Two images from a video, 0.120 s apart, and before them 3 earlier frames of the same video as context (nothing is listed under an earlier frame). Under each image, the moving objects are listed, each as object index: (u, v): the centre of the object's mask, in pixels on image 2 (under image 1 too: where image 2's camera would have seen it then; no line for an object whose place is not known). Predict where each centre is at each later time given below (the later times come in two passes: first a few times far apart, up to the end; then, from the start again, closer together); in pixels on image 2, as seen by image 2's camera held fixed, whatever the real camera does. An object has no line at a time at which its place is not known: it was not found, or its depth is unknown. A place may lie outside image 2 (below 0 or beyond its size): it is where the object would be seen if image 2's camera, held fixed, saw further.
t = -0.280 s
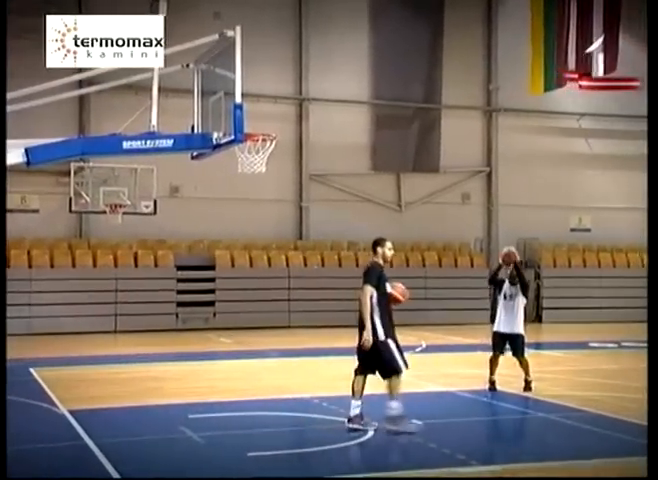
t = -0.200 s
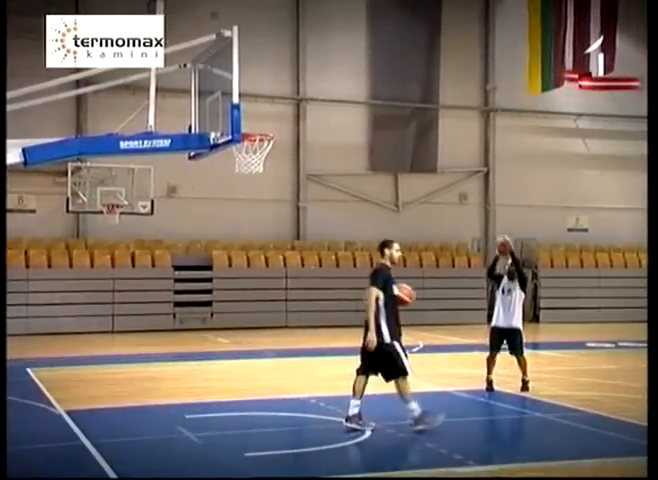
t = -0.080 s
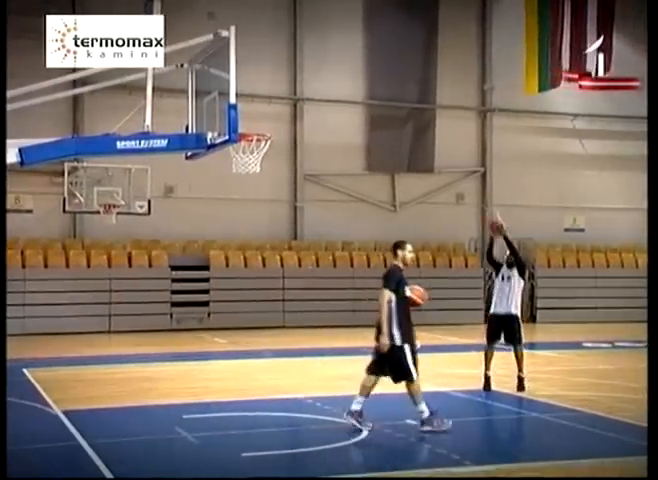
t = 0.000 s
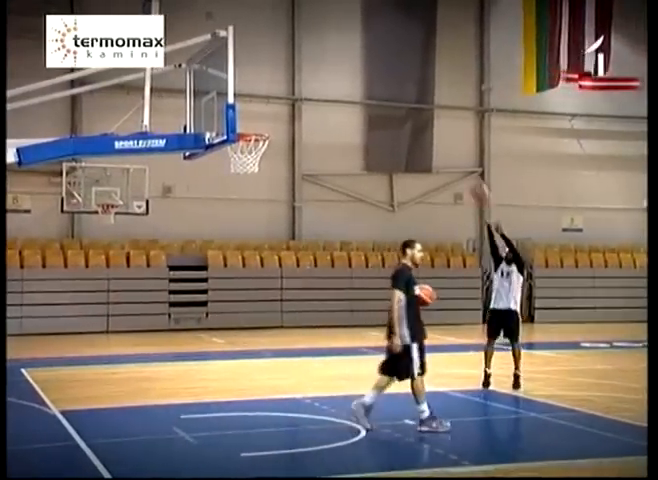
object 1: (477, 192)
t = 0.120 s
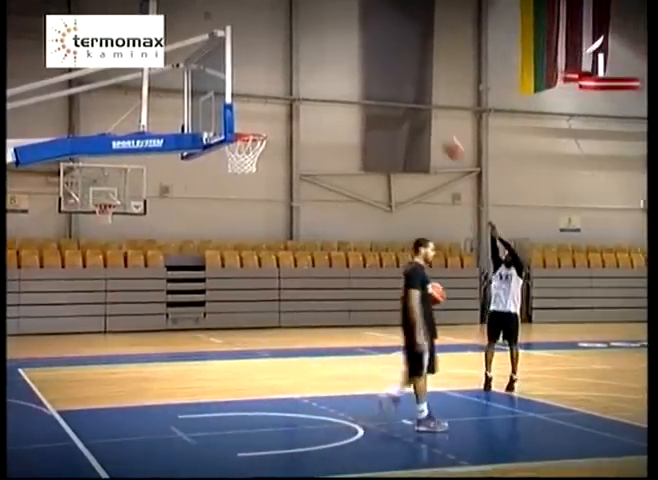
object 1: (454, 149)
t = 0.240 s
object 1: (428, 114)
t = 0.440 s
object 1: (383, 78)
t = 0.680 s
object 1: (319, 76)
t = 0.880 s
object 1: (263, 111)
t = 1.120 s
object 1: (226, 169)
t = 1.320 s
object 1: (228, 224)
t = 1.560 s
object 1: (232, 344)
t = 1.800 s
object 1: (247, 370)
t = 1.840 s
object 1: (251, 353)
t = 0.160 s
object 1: (445, 137)
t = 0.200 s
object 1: (437, 124)
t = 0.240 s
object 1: (428, 114)
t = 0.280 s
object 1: (418, 107)
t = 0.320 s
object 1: (410, 95)
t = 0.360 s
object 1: (400, 91)
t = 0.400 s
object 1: (391, 83)
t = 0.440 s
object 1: (383, 78)
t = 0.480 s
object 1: (372, 74)
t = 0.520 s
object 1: (362, 72)
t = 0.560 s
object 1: (350, 71)
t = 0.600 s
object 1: (340, 72)
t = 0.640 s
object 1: (329, 73)
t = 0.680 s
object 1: (319, 76)
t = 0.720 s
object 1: (309, 80)
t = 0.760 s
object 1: (297, 87)
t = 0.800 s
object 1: (283, 94)
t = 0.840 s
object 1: (274, 101)
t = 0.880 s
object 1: (263, 111)
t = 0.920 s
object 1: (250, 122)
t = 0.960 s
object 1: (243, 127)
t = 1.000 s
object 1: (224, 153)
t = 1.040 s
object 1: (225, 157)
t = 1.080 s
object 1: (225, 161)
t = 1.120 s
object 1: (226, 169)
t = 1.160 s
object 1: (227, 177)
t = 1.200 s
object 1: (227, 186)
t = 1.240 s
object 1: (228, 197)
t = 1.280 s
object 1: (229, 210)
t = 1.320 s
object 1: (228, 224)
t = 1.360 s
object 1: (233, 239)
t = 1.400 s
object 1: (232, 255)
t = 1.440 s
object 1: (232, 276)
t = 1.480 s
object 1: (232, 296)
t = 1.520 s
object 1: (233, 317)
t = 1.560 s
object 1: (232, 344)
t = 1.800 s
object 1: (247, 370)
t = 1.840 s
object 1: (251, 353)
